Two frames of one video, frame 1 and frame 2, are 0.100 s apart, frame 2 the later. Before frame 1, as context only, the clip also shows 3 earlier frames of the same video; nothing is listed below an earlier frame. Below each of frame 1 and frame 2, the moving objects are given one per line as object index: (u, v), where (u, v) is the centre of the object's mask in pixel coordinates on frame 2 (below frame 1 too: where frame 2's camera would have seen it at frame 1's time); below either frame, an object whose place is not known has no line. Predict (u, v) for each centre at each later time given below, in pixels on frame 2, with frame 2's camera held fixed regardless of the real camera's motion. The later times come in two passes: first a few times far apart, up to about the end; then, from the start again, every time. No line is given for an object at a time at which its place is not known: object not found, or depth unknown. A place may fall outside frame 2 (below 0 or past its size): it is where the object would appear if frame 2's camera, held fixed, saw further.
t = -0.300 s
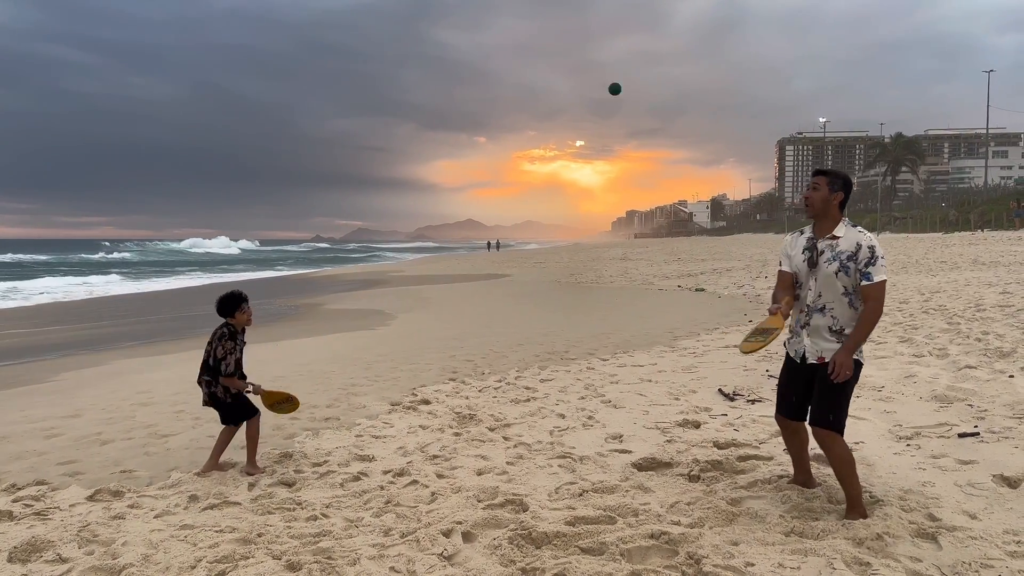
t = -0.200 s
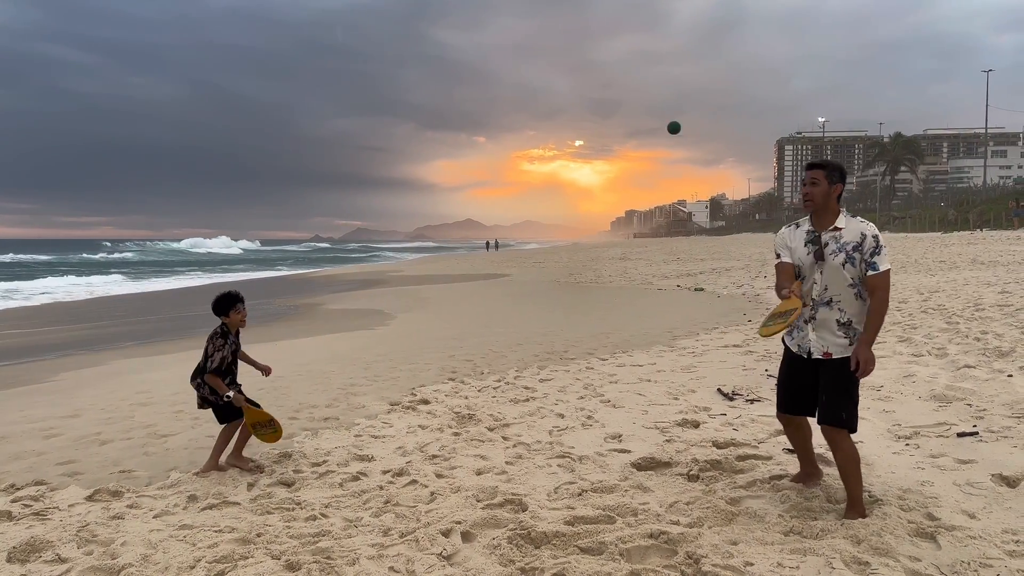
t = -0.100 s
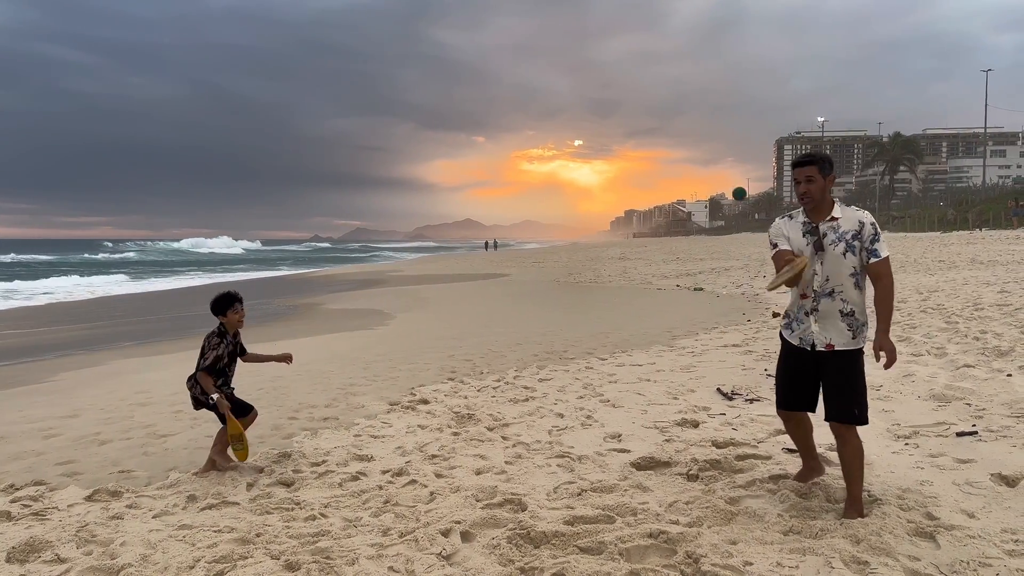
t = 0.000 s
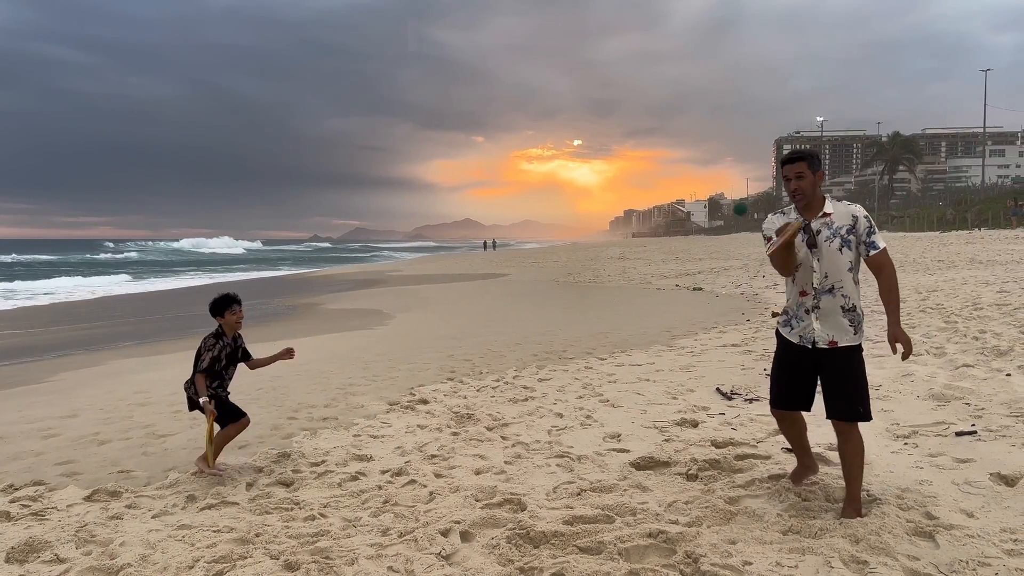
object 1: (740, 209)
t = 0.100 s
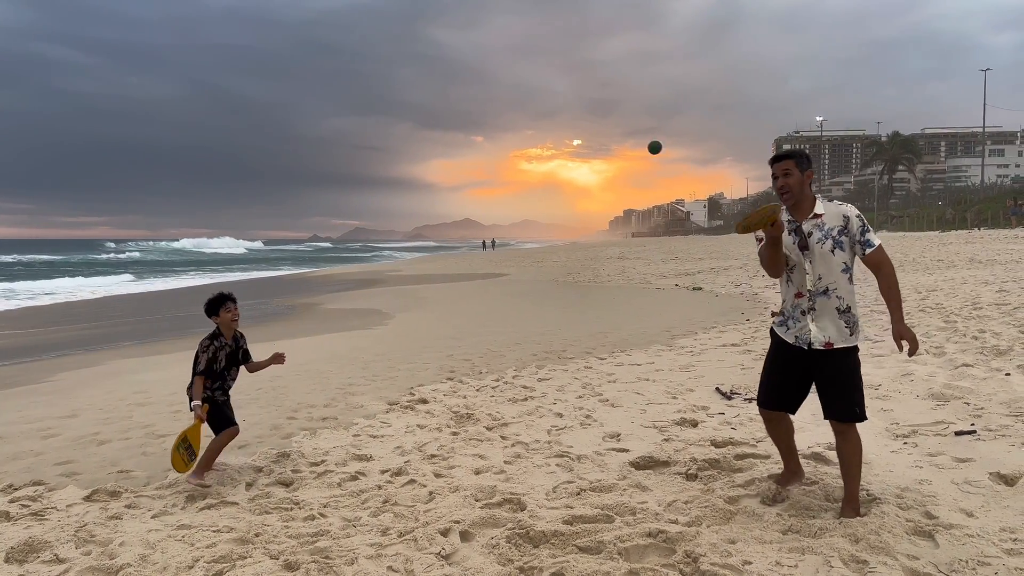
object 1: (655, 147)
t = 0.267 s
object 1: (516, 101)
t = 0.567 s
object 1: (278, 184)
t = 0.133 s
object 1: (626, 133)
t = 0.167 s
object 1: (598, 121)
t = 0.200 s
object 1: (570, 112)
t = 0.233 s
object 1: (543, 105)
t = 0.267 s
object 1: (516, 101)
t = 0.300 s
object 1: (489, 100)
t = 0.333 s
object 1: (461, 101)
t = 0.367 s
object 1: (434, 106)
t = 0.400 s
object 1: (408, 112)
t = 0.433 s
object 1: (381, 122)
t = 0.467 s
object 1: (356, 133)
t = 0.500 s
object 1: (329, 148)
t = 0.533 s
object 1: (304, 165)
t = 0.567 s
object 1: (278, 184)
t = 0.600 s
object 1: (253, 206)
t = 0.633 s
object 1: (228, 231)
